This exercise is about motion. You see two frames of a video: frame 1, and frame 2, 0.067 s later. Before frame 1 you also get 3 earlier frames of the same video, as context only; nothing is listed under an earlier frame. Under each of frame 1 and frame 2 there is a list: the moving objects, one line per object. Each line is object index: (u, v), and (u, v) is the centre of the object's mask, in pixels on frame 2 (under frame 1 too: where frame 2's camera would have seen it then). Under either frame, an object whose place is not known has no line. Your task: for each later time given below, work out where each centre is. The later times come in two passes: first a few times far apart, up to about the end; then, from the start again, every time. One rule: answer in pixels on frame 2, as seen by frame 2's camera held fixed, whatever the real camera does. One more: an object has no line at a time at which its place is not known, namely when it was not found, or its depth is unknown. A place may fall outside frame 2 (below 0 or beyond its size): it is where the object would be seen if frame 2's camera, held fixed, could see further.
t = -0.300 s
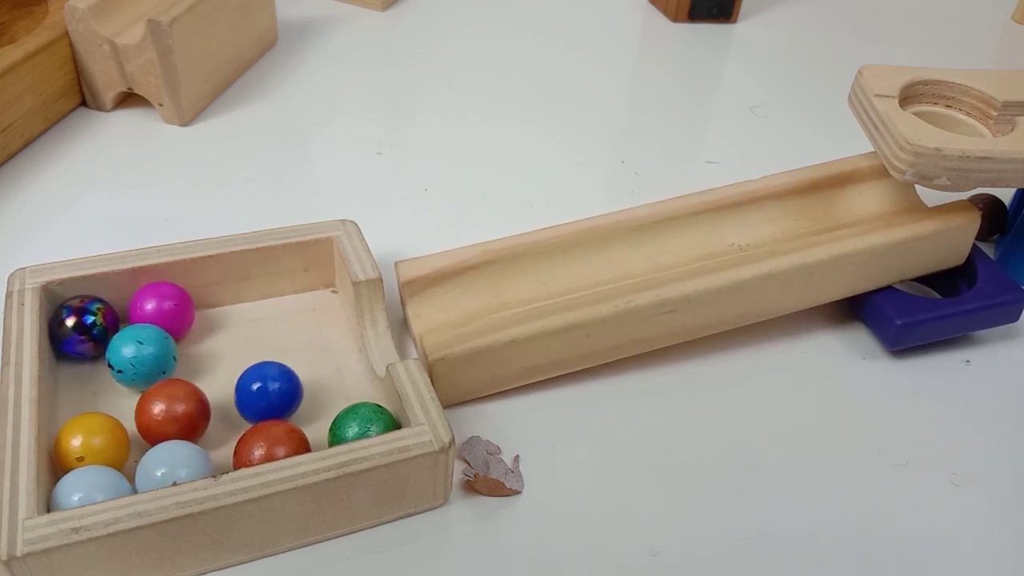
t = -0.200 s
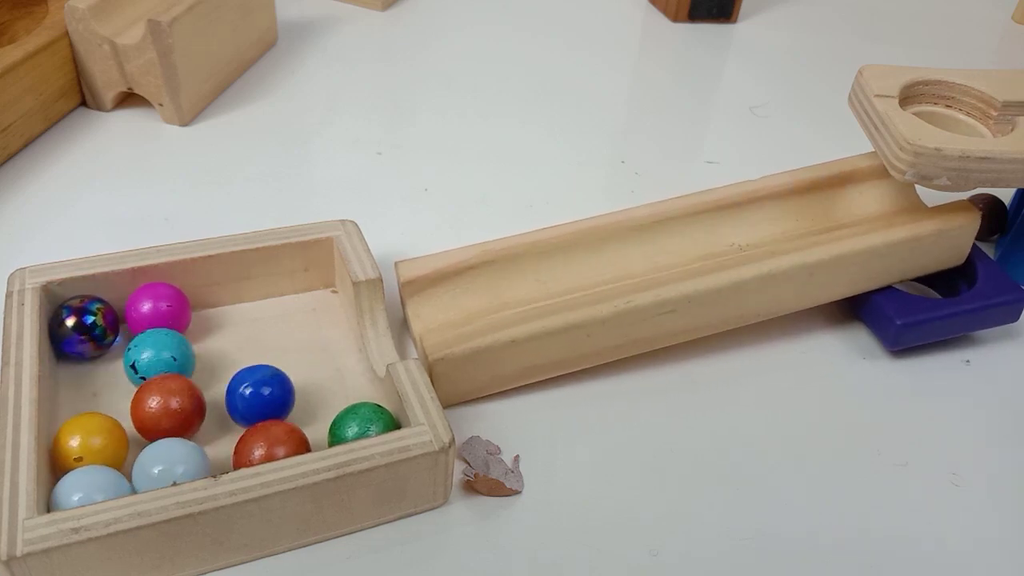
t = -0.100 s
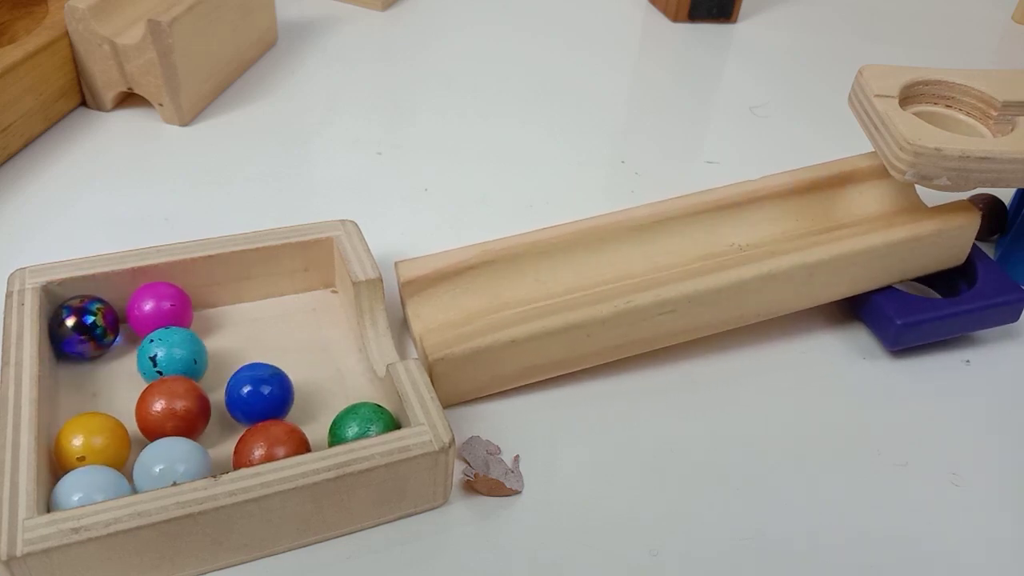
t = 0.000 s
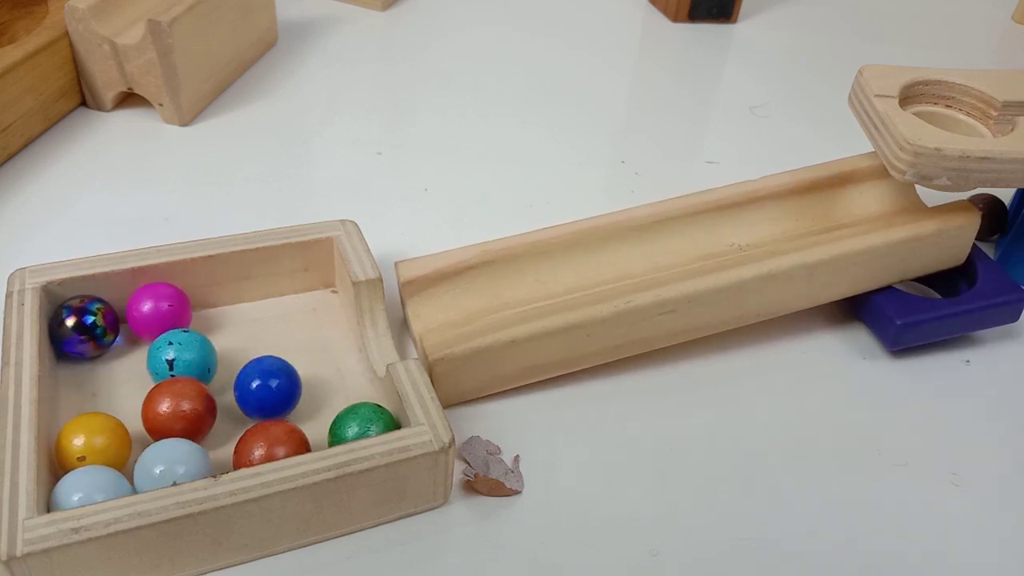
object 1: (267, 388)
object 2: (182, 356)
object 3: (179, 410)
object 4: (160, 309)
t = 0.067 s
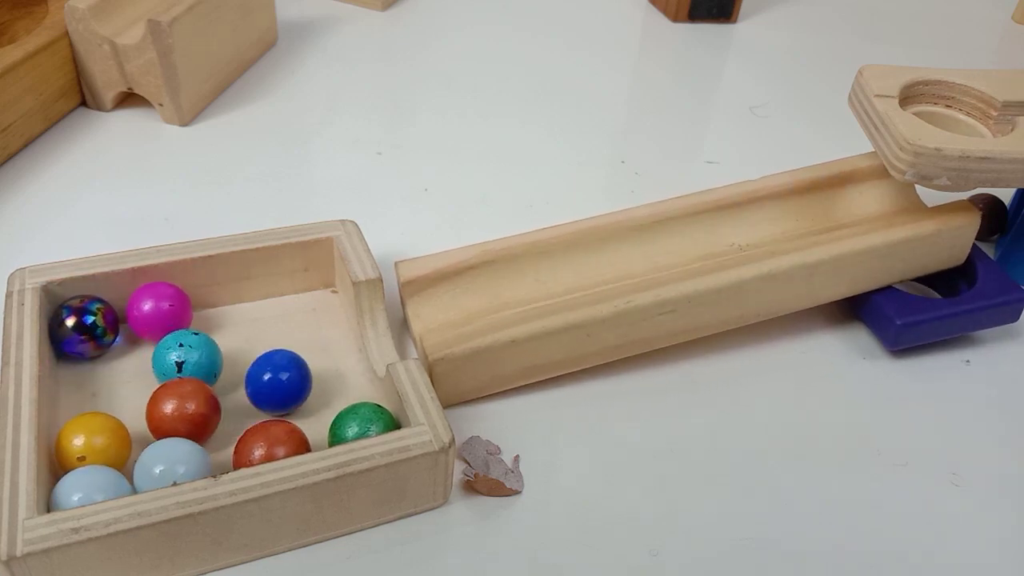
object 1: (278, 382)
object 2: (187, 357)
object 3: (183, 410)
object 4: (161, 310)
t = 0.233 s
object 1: (316, 364)
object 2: (181, 360)
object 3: (198, 412)
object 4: (161, 310)
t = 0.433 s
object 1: (345, 367)
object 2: (180, 364)
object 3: (211, 412)
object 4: (162, 311)
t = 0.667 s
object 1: (346, 381)
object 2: (179, 370)
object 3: (233, 408)
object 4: (162, 311)
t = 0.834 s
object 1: (346, 380)
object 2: (182, 370)
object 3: (256, 401)
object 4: (162, 311)
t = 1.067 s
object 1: (315, 389)
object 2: (132, 387)
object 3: (195, 417)
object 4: (151, 322)
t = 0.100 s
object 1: (285, 378)
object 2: (187, 358)
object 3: (186, 411)
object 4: (161, 311)
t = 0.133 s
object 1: (293, 375)
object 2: (185, 358)
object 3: (189, 411)
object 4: (160, 310)
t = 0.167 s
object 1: (302, 371)
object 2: (183, 359)
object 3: (191, 412)
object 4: (159, 310)
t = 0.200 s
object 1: (309, 368)
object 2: (182, 360)
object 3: (194, 412)
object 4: (159, 311)
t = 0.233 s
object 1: (316, 364)
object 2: (181, 360)
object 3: (198, 412)
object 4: (161, 310)
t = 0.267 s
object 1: (322, 361)
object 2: (180, 361)
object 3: (200, 411)
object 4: (161, 310)
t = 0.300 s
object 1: (326, 360)
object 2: (179, 361)
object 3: (202, 411)
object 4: (161, 310)
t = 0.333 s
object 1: (331, 361)
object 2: (179, 362)
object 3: (204, 412)
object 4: (161, 310)
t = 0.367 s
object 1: (336, 362)
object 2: (179, 362)
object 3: (206, 412)
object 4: (161, 311)
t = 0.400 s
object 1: (341, 364)
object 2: (180, 363)
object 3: (209, 412)
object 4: (161, 311)
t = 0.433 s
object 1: (345, 367)
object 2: (180, 364)
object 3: (211, 412)
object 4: (162, 311)
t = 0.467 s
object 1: (345, 370)
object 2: (180, 365)
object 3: (214, 412)
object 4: (162, 311)
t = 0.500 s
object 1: (344, 373)
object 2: (180, 366)
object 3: (217, 412)
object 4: (162, 311)
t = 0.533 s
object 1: (345, 375)
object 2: (179, 368)
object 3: (220, 411)
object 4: (162, 311)
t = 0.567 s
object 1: (346, 377)
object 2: (178, 369)
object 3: (224, 411)
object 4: (162, 311)
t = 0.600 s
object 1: (346, 379)
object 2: (178, 369)
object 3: (227, 410)
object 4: (162, 311)
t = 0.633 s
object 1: (346, 380)
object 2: (179, 370)
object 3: (230, 409)
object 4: (162, 311)
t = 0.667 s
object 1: (346, 381)
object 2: (179, 370)
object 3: (233, 408)
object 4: (162, 311)
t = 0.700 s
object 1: (346, 381)
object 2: (180, 370)
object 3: (237, 406)
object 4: (162, 311)
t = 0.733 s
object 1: (346, 381)
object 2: (181, 370)
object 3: (241, 404)
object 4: (162, 311)
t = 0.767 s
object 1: (346, 381)
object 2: (182, 370)
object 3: (245, 403)
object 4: (162, 311)
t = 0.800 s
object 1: (346, 381)
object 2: (182, 370)
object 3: (251, 402)
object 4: (162, 311)
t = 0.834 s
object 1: (346, 380)
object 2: (182, 370)
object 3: (256, 401)
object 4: (162, 311)
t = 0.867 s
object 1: (332, 390)
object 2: (181, 370)
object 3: (261, 400)
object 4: (162, 311)
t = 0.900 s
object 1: (330, 390)
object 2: (181, 370)
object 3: (242, 403)
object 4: (162, 311)
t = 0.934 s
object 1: (327, 390)
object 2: (180, 369)
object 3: (228, 407)
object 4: (162, 311)
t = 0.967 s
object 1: (324, 390)
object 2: (171, 372)
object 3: (216, 412)
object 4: (153, 314)
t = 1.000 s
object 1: (321, 389)
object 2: (156, 379)
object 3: (208, 417)
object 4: (152, 318)
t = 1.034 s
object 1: (318, 390)
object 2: (142, 385)
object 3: (201, 417)
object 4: (152, 320)
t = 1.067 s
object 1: (315, 389)
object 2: (132, 387)
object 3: (195, 417)
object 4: (151, 322)
